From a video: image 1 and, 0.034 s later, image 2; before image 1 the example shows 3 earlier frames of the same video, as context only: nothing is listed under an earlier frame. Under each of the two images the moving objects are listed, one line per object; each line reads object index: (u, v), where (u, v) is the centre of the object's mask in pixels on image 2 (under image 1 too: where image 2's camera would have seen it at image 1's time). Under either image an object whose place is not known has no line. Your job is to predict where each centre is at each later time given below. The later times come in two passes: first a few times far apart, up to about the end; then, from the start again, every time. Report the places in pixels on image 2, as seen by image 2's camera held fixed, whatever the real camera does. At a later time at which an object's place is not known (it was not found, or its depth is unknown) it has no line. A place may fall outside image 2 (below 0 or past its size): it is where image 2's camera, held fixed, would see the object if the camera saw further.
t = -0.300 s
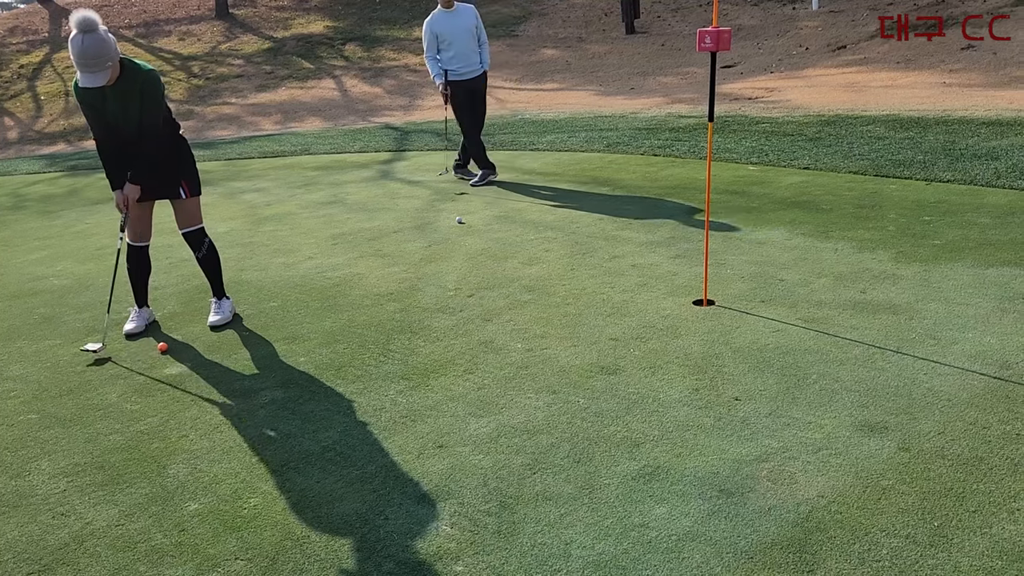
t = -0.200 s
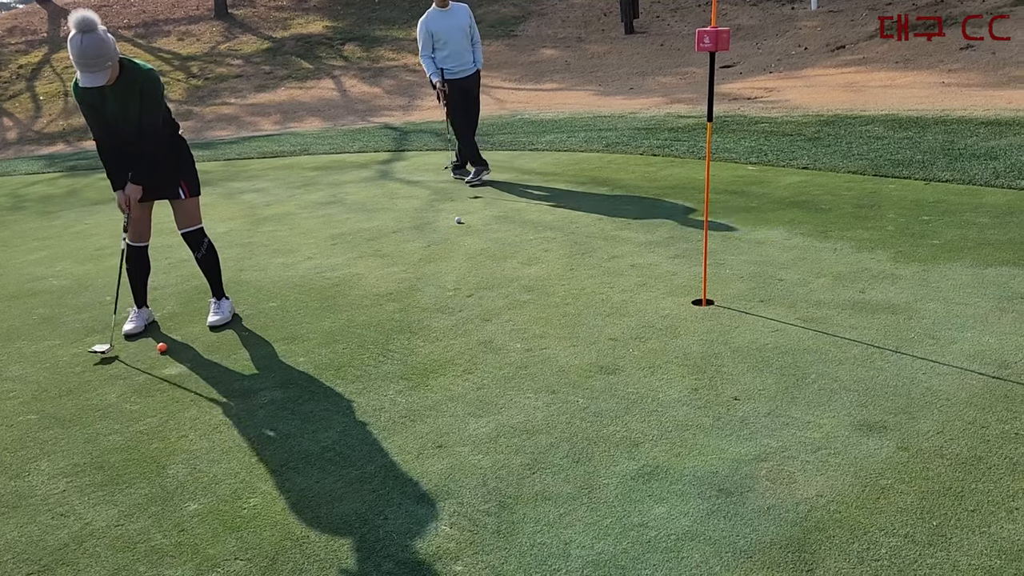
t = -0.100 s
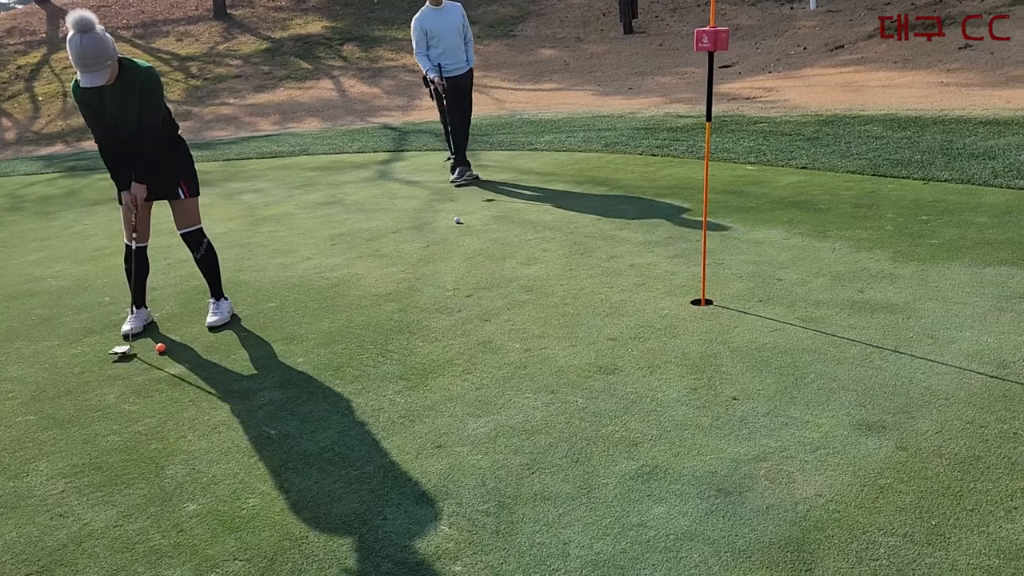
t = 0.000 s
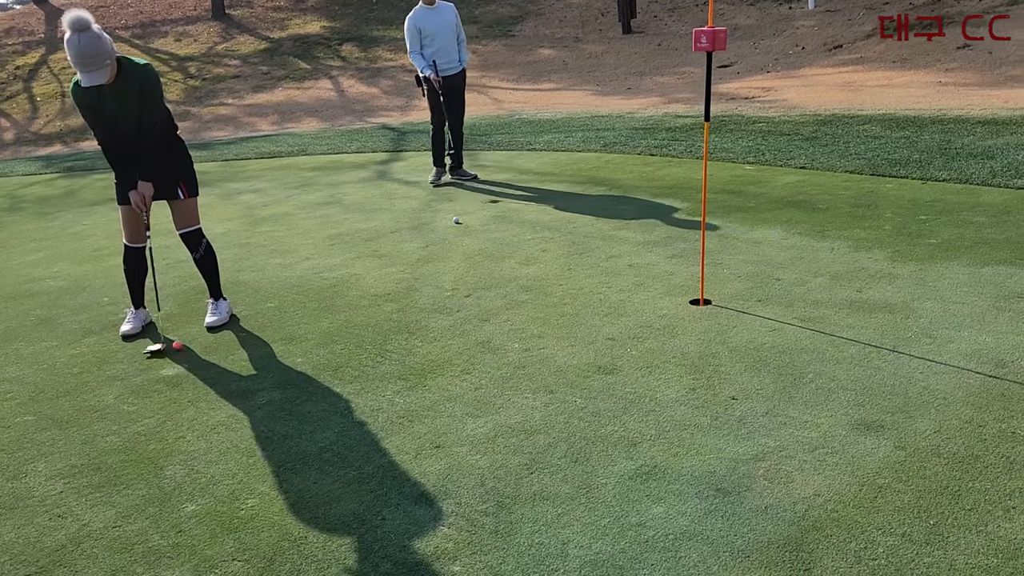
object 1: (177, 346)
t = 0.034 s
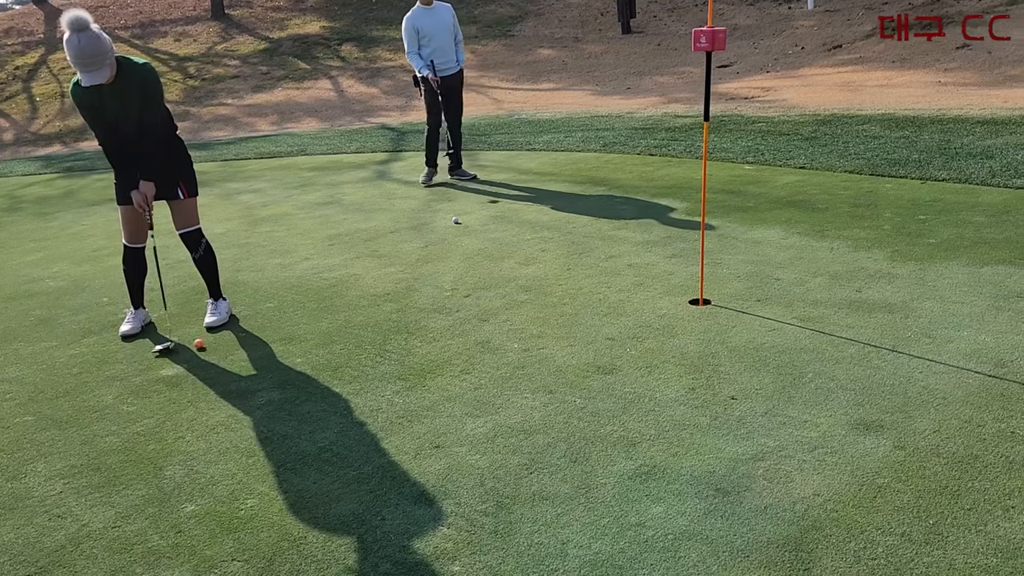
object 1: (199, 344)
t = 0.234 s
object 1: (297, 334)
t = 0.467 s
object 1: (394, 324)
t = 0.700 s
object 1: (484, 317)
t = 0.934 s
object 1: (569, 309)
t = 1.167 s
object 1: (649, 304)
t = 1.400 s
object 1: (714, 295)
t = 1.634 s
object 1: (749, 285)
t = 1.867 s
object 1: (780, 276)
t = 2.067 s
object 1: (803, 270)
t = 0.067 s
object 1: (217, 341)
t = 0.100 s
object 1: (236, 340)
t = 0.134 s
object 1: (251, 337)
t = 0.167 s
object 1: (267, 336)
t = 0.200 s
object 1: (282, 335)
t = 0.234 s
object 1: (297, 334)
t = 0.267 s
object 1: (311, 332)
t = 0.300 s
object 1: (325, 331)
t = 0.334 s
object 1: (339, 330)
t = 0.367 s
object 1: (353, 328)
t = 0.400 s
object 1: (367, 327)
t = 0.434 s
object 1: (380, 326)
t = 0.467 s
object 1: (394, 324)
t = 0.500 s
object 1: (407, 324)
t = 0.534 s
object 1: (420, 322)
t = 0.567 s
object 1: (433, 322)
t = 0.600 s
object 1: (446, 320)
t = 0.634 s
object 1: (459, 320)
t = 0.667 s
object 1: (471, 318)
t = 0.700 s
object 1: (484, 317)
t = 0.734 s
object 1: (496, 316)
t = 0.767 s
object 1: (509, 315)
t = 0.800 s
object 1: (521, 314)
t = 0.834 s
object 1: (533, 313)
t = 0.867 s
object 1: (546, 312)
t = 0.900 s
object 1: (557, 311)
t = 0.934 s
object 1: (569, 309)
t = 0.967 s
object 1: (581, 308)
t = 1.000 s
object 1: (593, 308)
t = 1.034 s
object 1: (604, 307)
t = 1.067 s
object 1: (616, 306)
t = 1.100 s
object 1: (627, 305)
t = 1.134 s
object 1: (638, 304)
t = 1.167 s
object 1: (649, 304)
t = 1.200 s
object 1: (661, 302)
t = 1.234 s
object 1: (671, 302)
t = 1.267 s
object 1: (682, 301)
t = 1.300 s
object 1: (693, 301)
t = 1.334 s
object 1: (704, 301)
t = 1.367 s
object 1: (710, 298)
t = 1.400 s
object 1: (714, 295)
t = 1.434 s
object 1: (720, 292)
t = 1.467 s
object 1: (724, 293)
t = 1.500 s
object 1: (729, 290)
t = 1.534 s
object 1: (734, 289)
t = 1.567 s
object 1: (739, 288)
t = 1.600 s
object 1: (744, 287)
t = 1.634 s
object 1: (749, 285)
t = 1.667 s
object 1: (754, 284)
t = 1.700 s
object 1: (758, 282)
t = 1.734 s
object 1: (763, 280)
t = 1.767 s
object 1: (768, 279)
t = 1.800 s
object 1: (772, 278)
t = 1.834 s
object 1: (776, 277)
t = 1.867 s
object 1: (780, 276)
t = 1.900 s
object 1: (784, 275)
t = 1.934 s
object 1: (788, 274)
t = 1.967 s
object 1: (792, 272)
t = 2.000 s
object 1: (796, 272)
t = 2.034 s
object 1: (800, 271)
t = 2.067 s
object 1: (803, 270)
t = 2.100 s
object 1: (807, 269)
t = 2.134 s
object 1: (810, 268)
